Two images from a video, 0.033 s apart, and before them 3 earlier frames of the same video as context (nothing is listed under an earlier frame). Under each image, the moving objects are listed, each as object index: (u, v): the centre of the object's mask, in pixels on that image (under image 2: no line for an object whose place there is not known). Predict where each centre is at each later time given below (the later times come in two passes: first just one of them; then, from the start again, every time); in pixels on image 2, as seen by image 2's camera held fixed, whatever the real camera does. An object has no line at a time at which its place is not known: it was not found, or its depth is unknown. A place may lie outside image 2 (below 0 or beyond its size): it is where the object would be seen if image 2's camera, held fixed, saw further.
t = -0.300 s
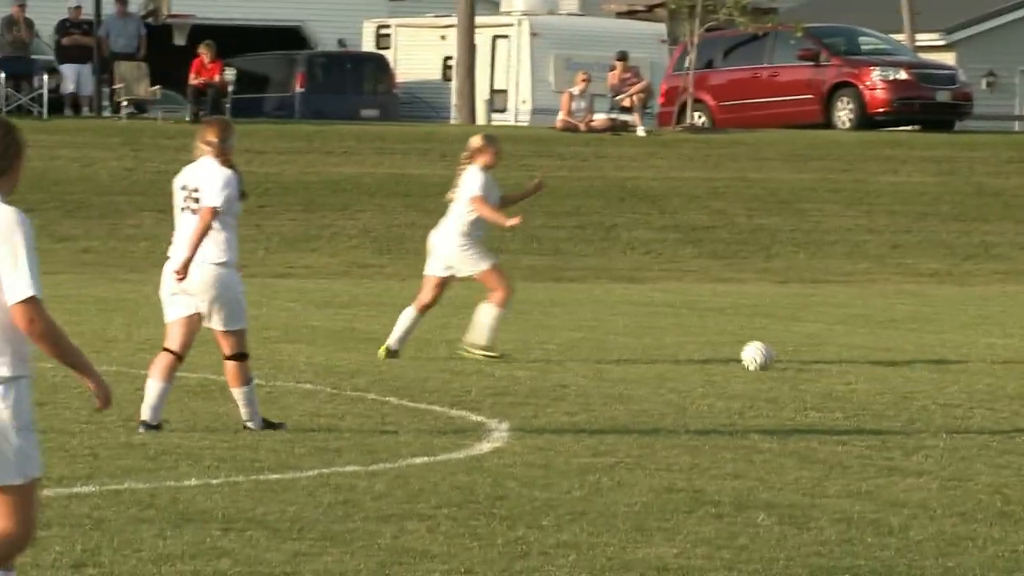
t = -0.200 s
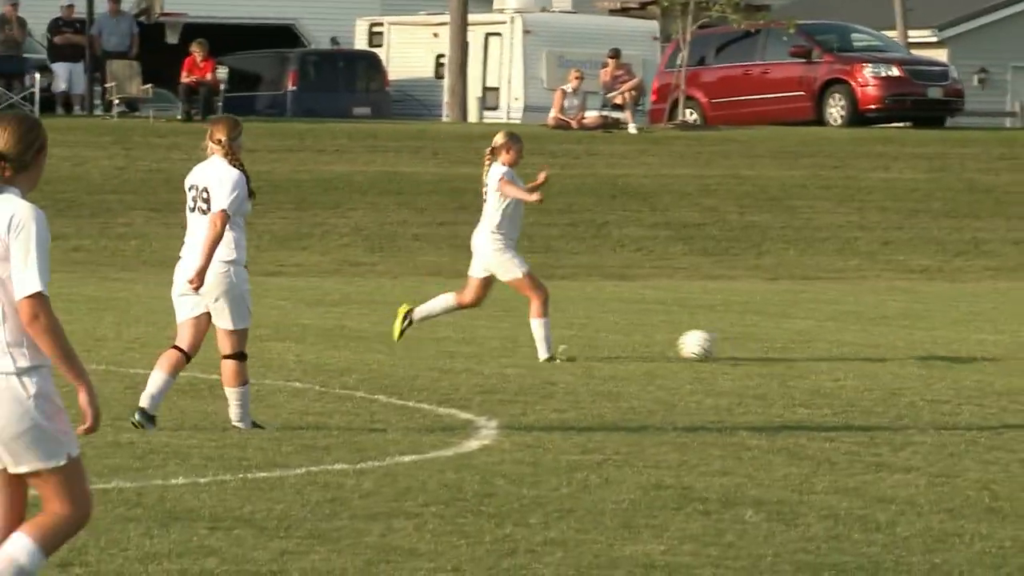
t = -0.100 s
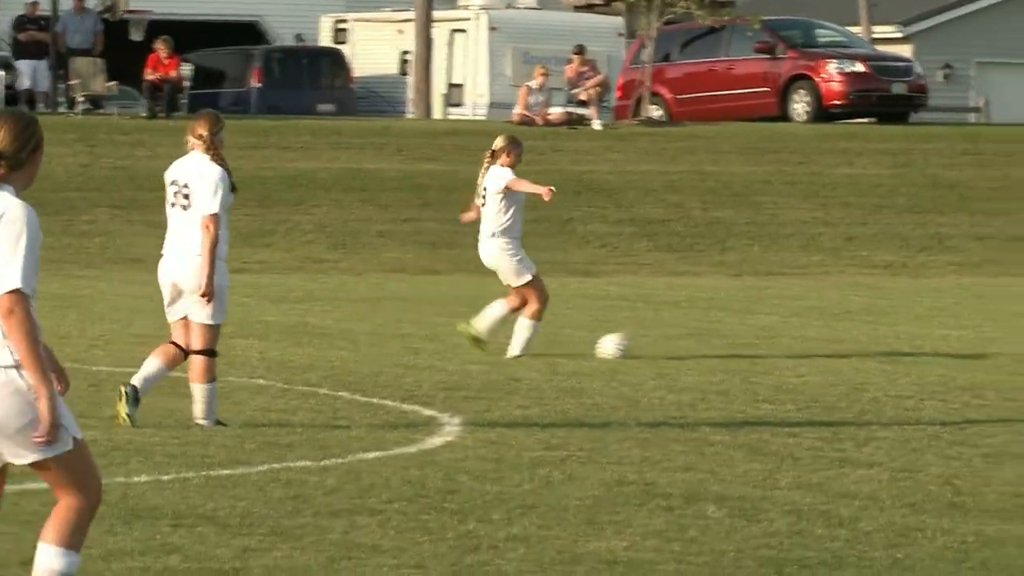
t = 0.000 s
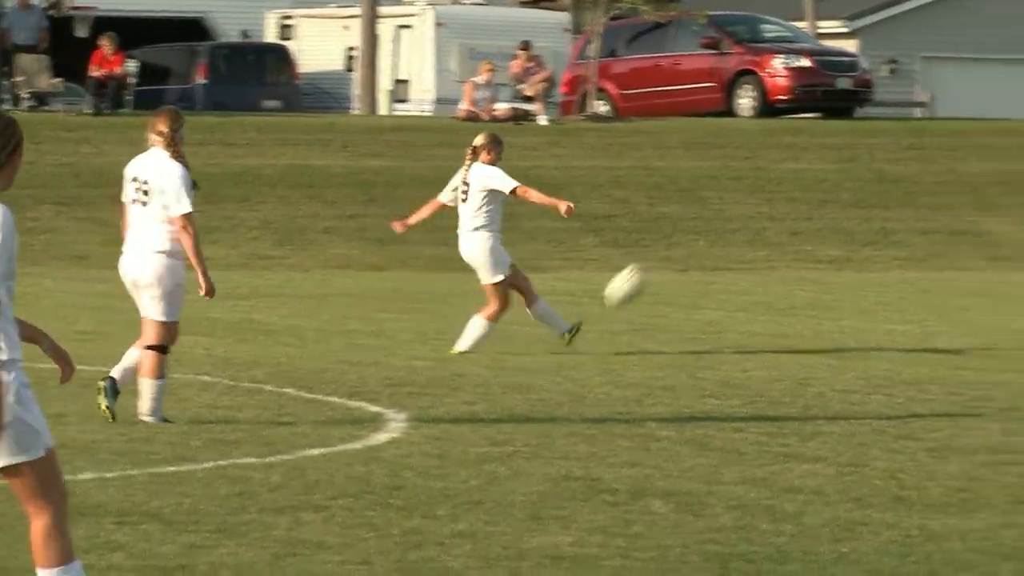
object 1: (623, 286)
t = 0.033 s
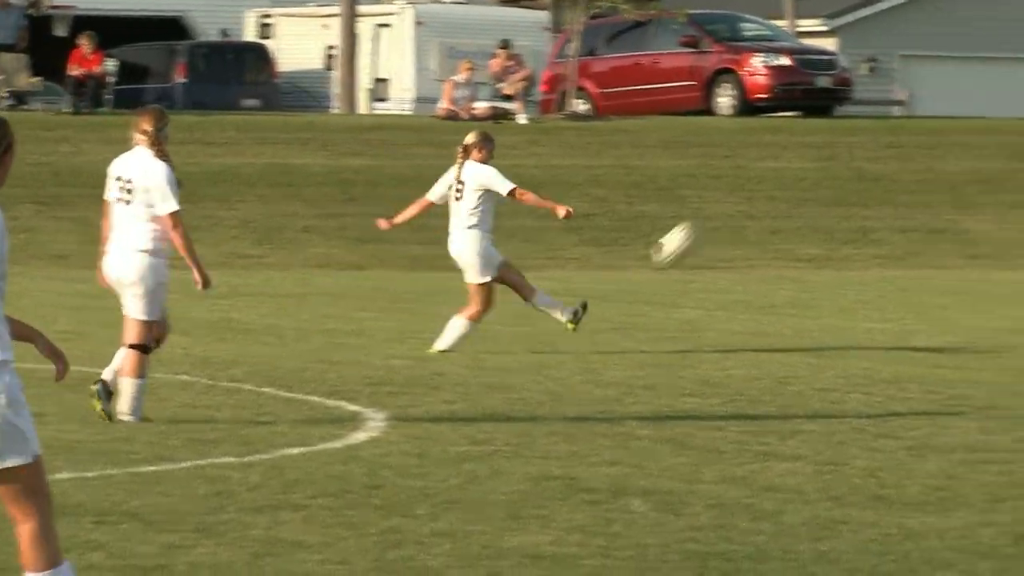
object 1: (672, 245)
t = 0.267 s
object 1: (1195, -33)
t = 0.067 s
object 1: (744, 205)
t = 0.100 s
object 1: (816, 166)
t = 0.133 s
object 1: (890, 126)
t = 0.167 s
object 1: (963, 88)
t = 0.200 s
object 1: (1037, 48)
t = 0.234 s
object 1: (1116, 6)
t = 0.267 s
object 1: (1195, -33)
